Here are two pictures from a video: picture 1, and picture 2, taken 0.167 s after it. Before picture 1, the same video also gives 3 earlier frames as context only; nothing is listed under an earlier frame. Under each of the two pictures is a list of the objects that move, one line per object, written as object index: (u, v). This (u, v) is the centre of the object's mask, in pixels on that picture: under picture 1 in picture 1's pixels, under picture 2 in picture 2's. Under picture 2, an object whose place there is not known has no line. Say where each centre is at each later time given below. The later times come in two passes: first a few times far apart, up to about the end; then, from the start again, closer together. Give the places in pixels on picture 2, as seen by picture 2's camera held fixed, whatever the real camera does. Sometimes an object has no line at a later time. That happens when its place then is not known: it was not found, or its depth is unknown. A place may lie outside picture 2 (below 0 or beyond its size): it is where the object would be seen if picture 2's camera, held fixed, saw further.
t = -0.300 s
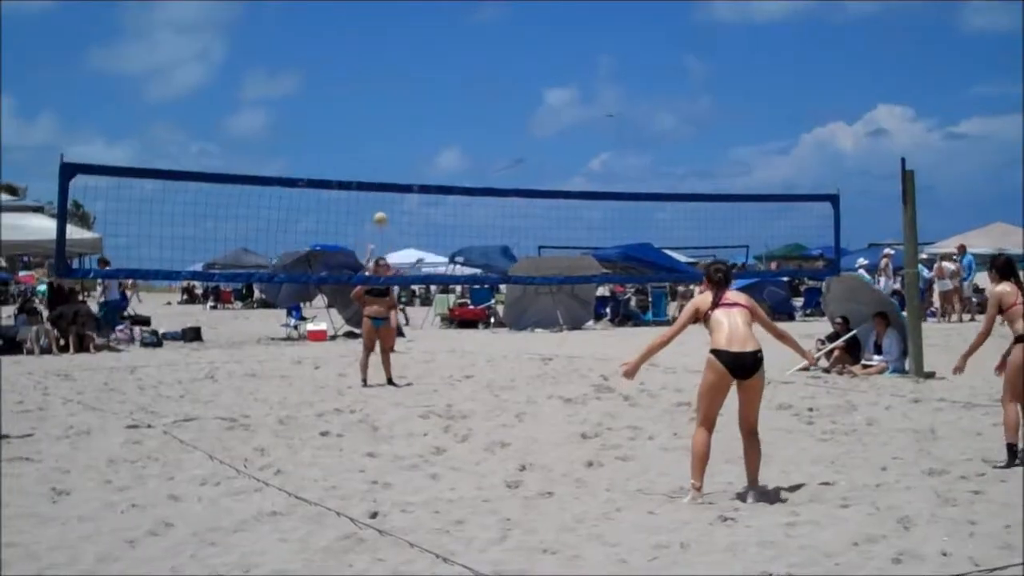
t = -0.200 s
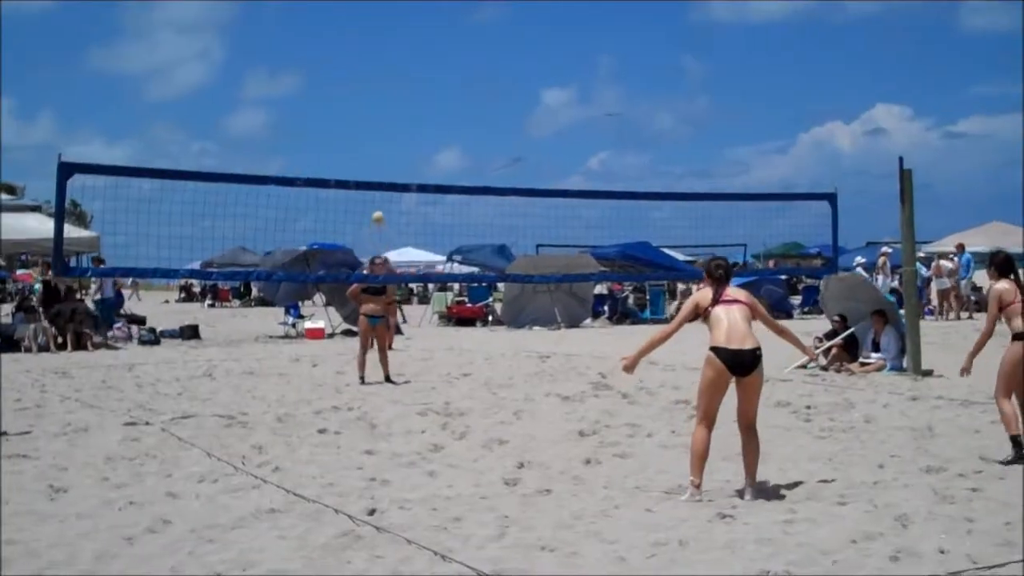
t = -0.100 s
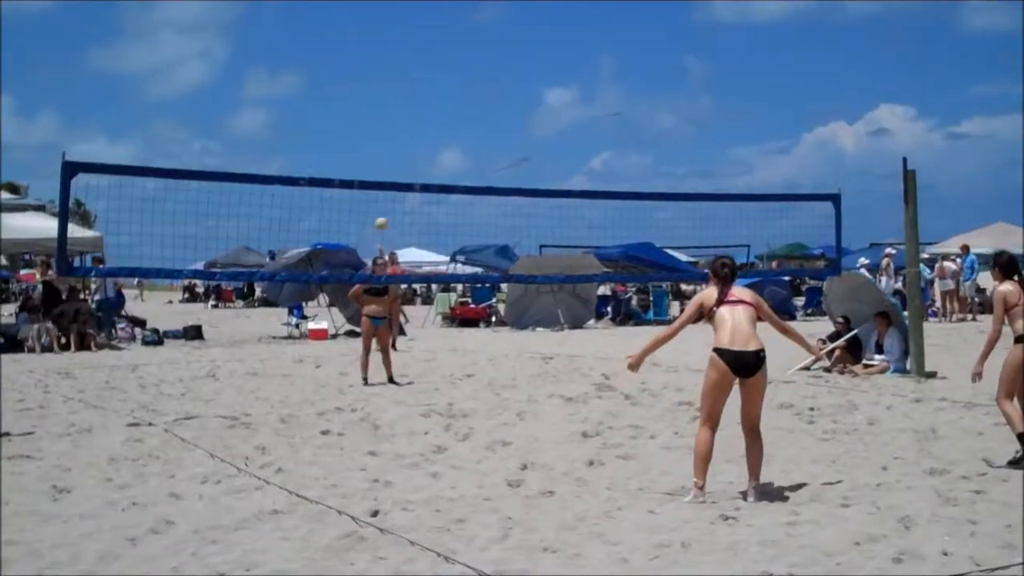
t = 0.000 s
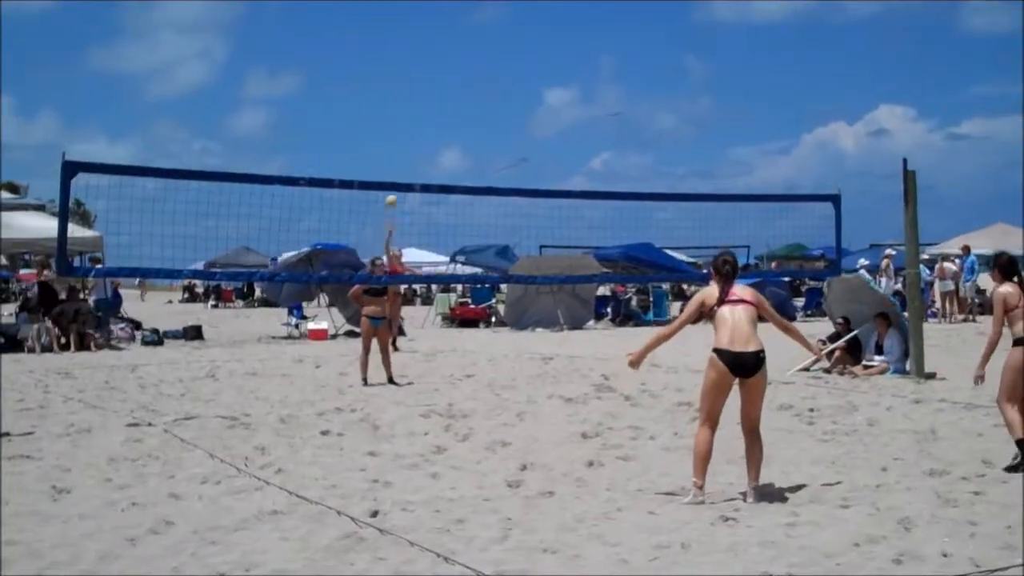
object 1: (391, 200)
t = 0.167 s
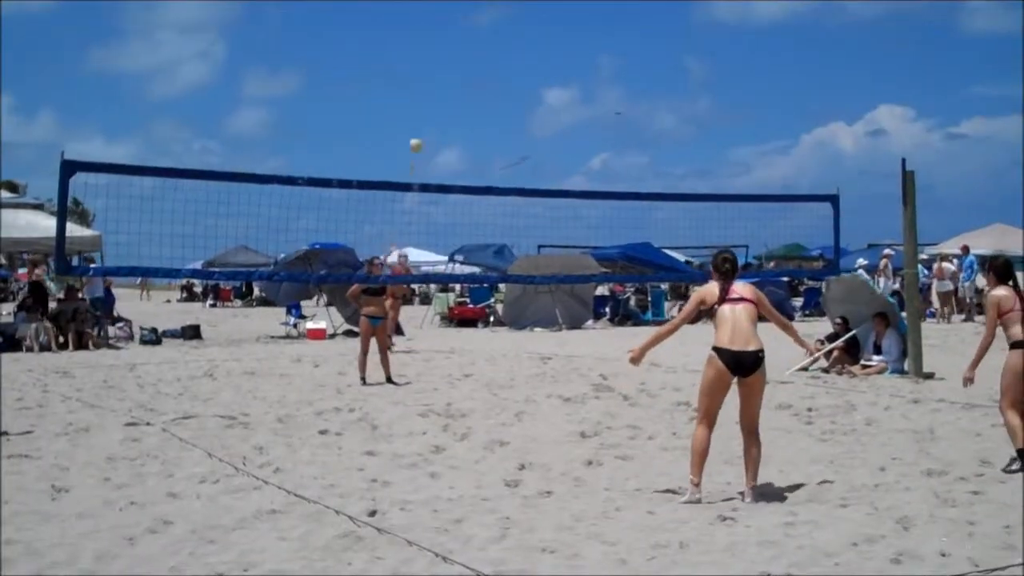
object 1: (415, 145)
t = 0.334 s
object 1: (441, 103)
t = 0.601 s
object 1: (490, 65)
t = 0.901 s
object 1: (563, 86)
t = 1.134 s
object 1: (642, 184)
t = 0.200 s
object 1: (420, 135)
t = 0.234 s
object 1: (425, 127)
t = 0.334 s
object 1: (441, 103)
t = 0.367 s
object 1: (446, 95)
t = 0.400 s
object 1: (453, 90)
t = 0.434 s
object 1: (460, 83)
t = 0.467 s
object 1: (465, 78)
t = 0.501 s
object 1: (471, 74)
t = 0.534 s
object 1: (476, 70)
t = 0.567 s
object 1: (483, 67)
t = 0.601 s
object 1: (490, 65)
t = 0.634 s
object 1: (498, 63)
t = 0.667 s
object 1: (505, 62)
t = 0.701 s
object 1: (513, 62)
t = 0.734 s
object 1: (520, 63)
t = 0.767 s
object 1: (528, 65)
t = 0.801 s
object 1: (536, 68)
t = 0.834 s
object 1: (545, 72)
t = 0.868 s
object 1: (554, 78)
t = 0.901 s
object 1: (563, 86)
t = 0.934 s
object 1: (573, 95)
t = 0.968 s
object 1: (583, 105)
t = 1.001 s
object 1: (594, 117)
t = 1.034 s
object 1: (606, 130)
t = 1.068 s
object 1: (616, 146)
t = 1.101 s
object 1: (629, 163)
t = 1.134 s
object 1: (642, 184)
